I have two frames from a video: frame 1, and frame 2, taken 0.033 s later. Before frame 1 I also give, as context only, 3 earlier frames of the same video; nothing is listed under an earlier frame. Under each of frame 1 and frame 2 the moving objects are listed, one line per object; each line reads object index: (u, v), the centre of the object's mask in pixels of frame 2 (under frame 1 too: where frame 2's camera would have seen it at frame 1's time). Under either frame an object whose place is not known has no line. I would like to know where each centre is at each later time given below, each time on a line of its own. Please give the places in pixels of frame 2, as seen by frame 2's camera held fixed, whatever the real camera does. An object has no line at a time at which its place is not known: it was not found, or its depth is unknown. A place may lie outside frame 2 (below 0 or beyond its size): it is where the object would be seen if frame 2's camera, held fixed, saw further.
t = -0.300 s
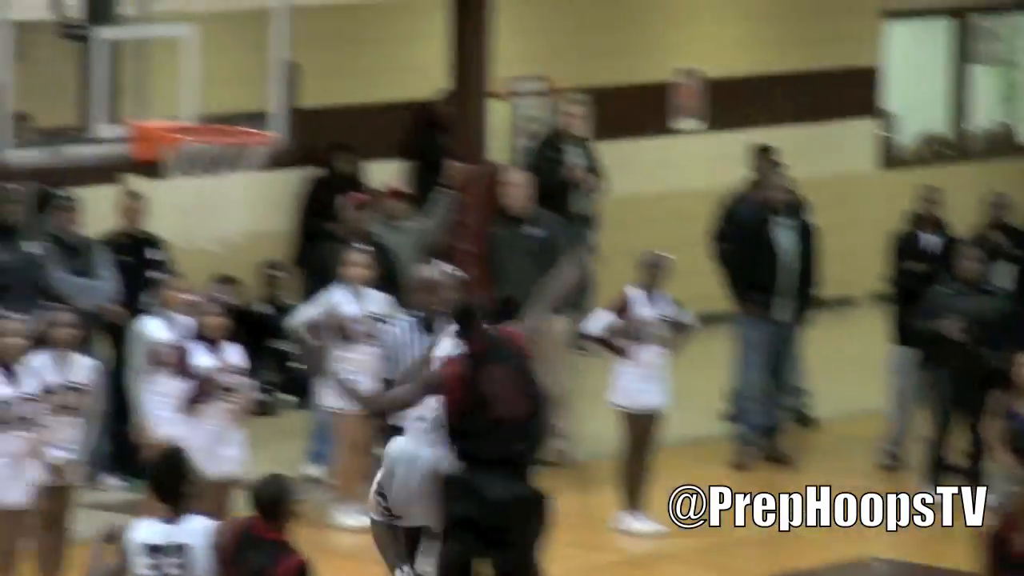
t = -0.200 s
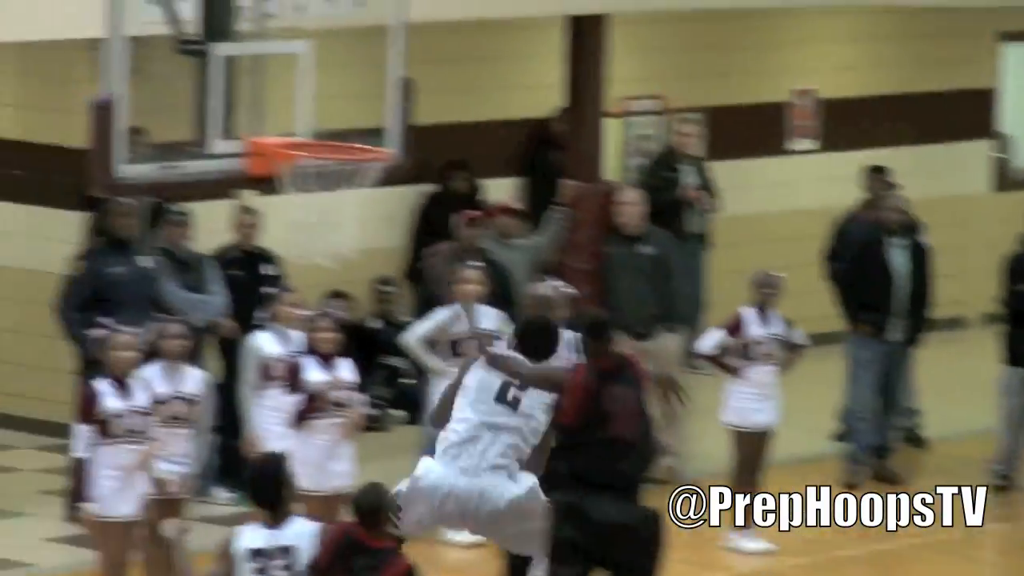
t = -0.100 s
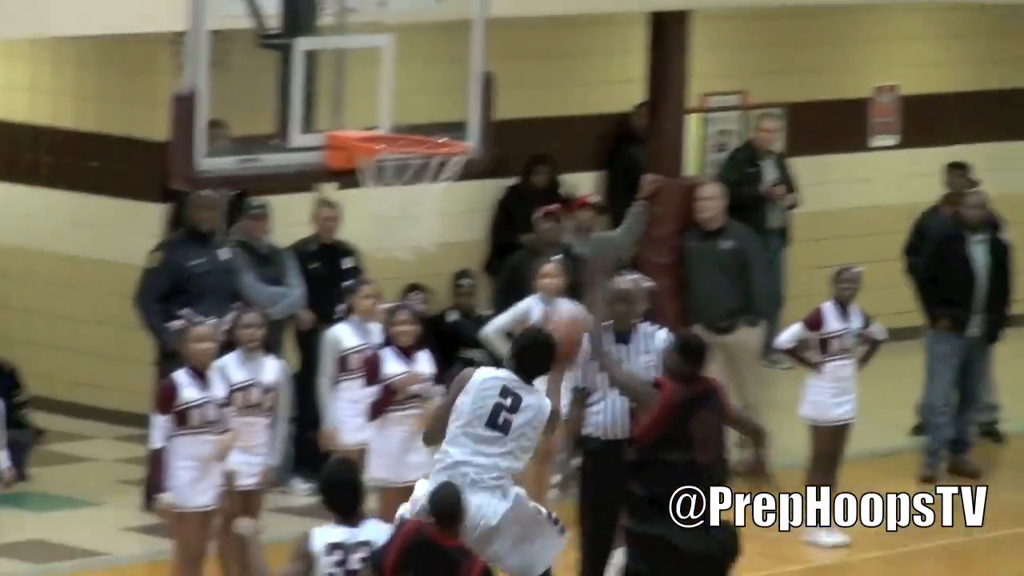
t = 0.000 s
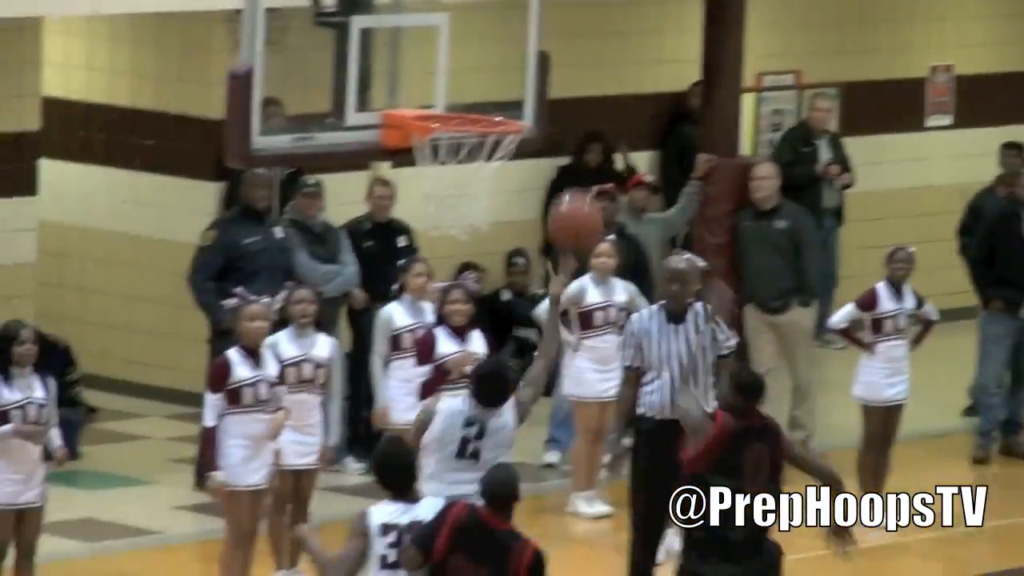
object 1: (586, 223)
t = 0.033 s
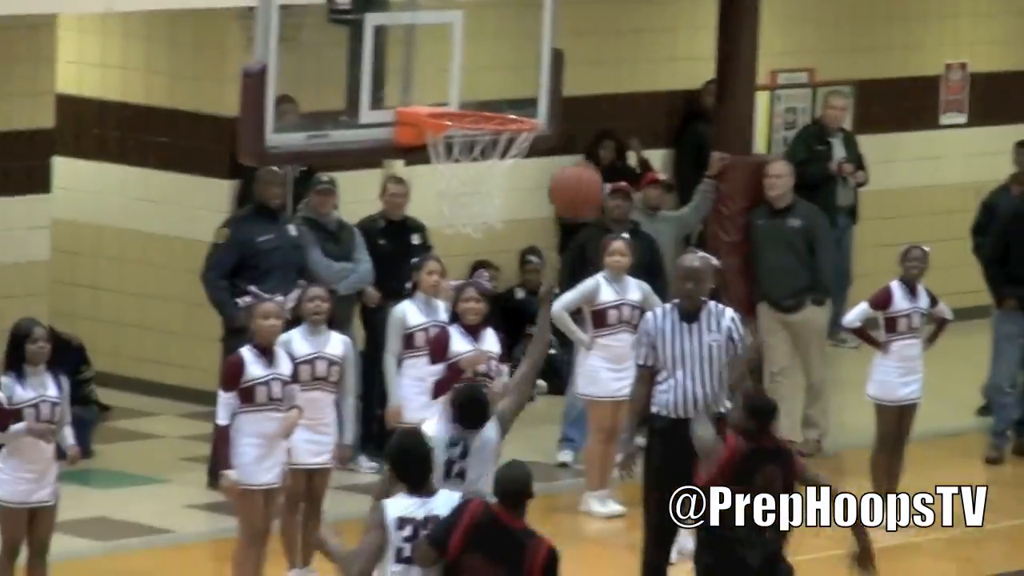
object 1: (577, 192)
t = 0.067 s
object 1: (565, 161)
